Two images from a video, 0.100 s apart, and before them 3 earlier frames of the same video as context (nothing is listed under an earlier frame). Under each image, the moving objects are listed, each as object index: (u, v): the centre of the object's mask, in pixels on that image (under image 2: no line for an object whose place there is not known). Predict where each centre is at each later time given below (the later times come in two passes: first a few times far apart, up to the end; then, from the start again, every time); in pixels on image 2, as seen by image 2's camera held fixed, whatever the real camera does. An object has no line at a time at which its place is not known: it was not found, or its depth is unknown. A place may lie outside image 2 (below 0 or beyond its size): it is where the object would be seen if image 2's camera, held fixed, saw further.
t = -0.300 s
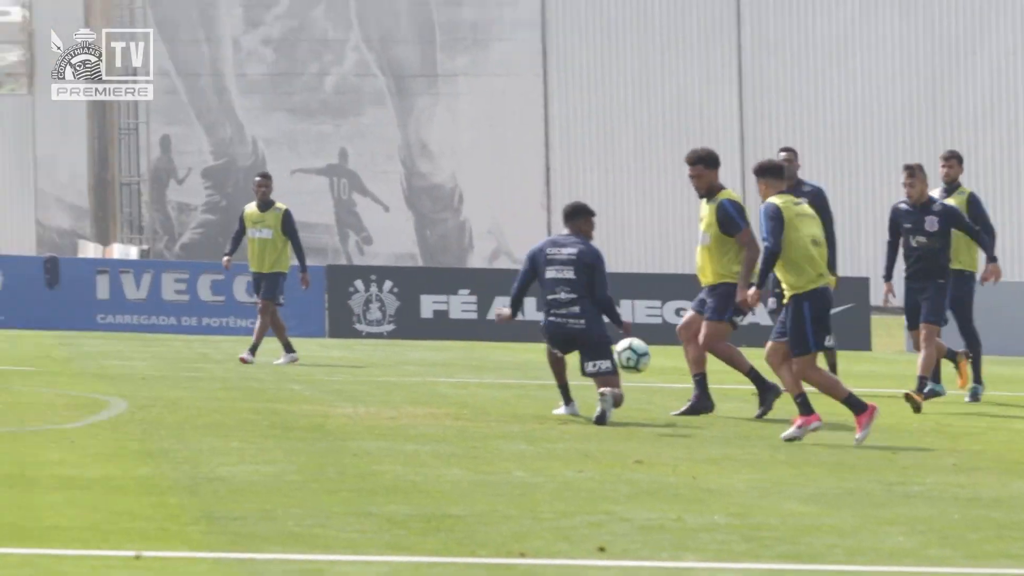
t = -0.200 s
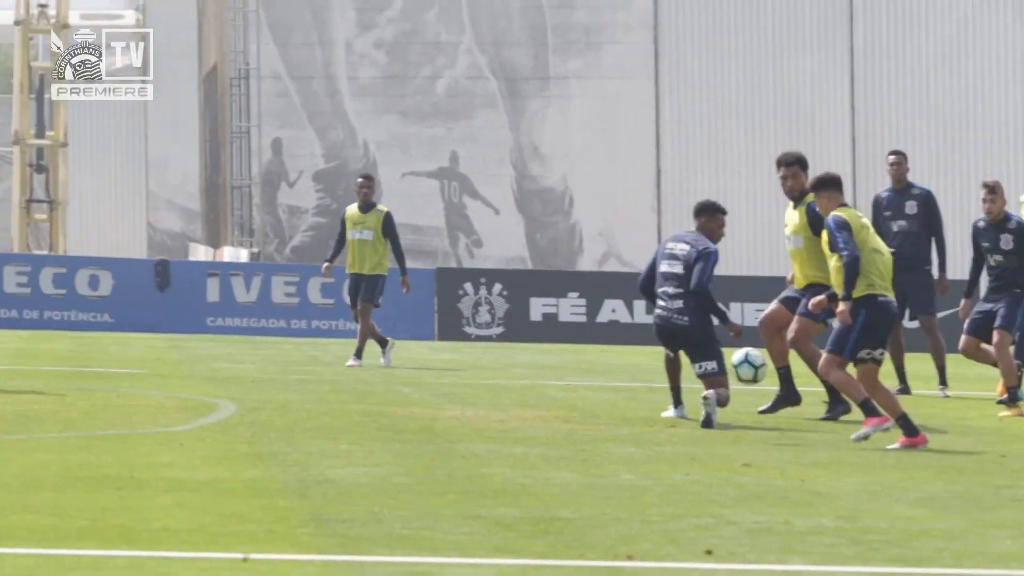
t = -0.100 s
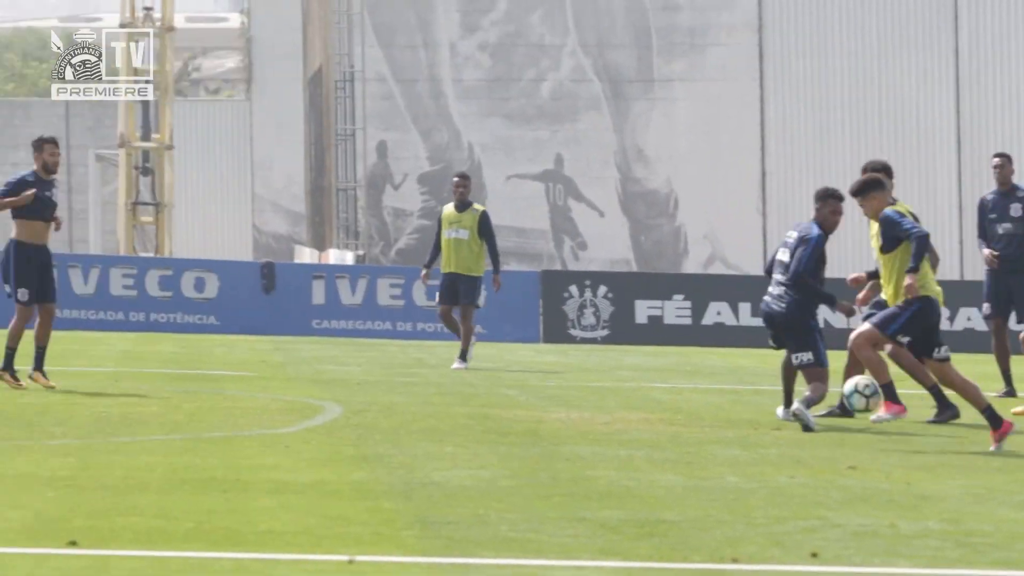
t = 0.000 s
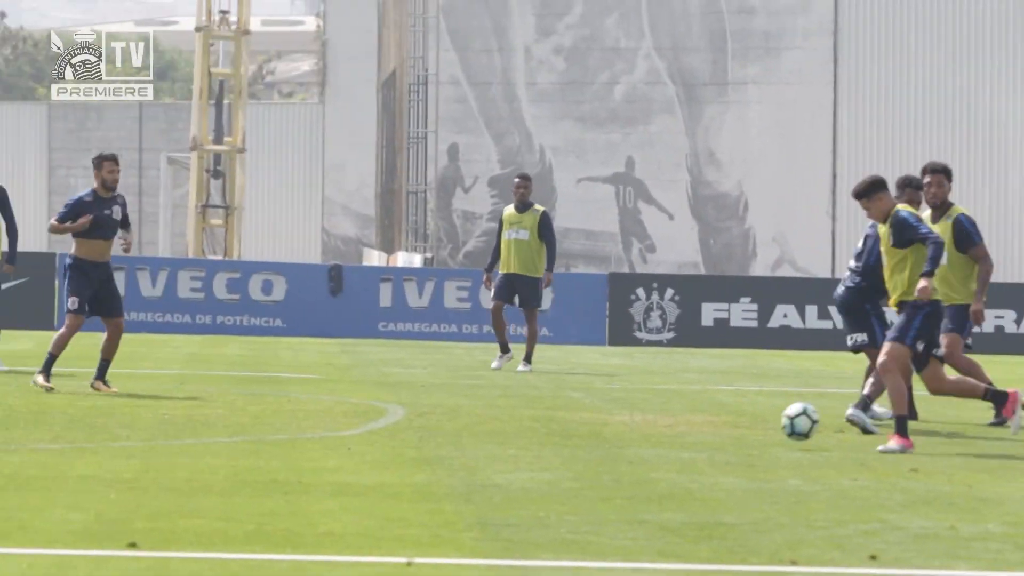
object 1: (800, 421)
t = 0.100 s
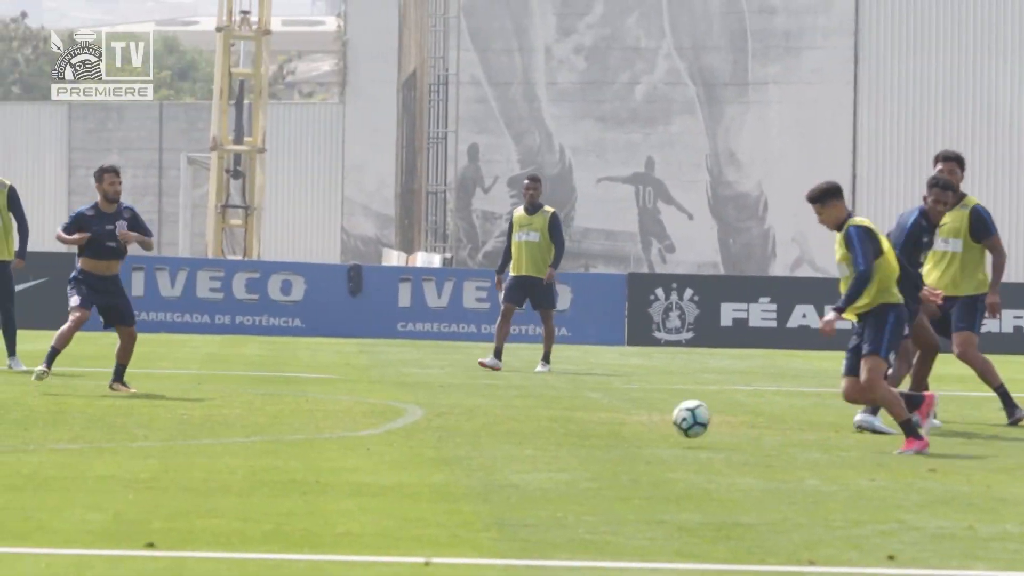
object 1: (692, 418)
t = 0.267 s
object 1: (497, 411)
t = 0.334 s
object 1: (418, 422)
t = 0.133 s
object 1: (652, 413)
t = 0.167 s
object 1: (613, 409)
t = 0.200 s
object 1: (575, 409)
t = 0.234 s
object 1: (535, 409)
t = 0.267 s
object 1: (497, 411)
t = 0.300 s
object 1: (458, 415)
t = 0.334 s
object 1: (418, 422)
